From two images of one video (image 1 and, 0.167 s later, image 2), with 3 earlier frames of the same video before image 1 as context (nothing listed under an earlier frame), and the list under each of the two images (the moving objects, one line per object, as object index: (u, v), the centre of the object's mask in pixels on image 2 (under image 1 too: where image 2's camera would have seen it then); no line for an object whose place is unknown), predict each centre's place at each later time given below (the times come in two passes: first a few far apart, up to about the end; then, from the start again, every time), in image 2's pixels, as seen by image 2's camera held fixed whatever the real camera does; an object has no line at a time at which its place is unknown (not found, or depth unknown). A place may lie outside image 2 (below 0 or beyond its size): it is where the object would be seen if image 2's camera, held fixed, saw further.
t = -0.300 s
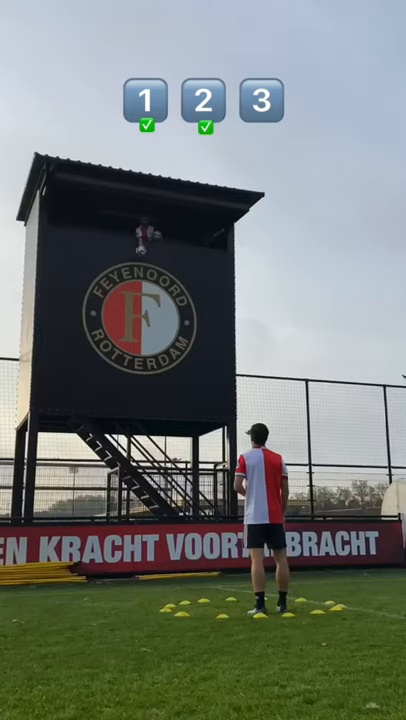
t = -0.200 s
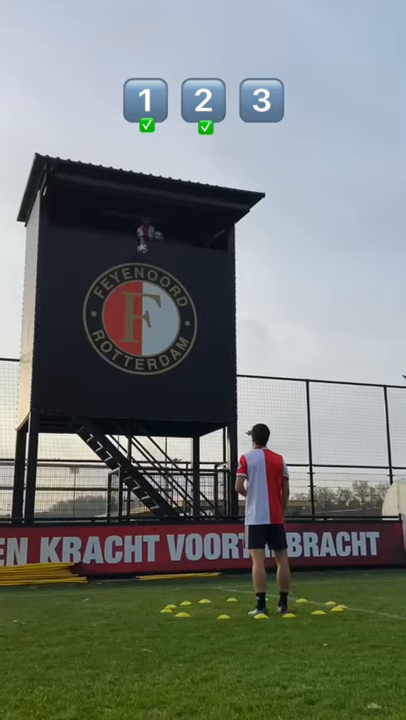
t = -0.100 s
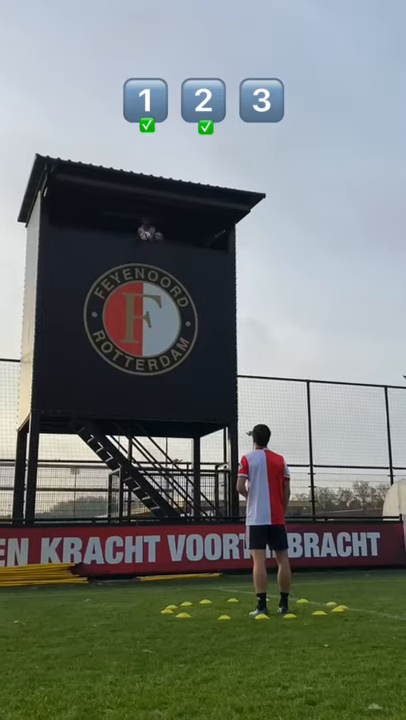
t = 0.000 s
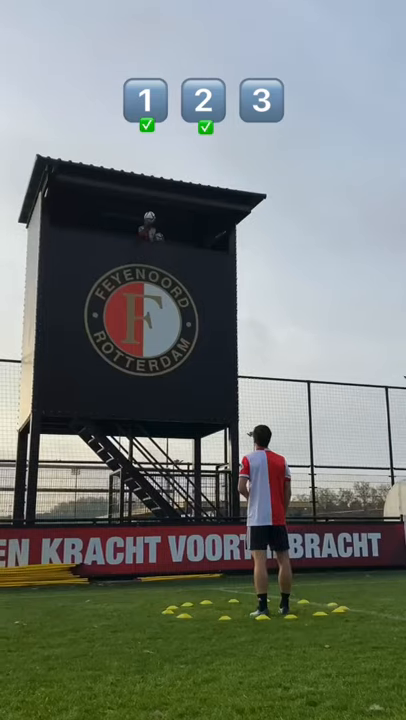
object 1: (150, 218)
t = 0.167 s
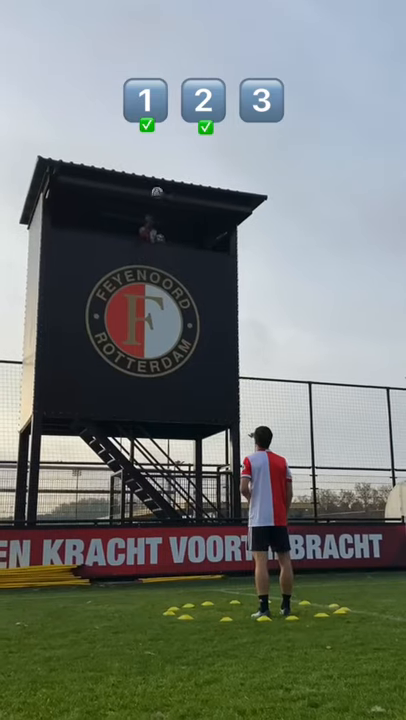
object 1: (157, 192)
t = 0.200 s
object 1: (158, 188)
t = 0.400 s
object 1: (167, 177)
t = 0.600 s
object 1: (175, 185)
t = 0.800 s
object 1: (185, 219)
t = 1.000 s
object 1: (197, 288)
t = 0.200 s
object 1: (158, 188)
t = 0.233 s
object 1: (160, 185)
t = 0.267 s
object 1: (161, 183)
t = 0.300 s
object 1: (163, 181)
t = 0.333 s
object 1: (164, 179)
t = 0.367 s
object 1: (165, 177)
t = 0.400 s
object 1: (167, 177)
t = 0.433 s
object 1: (168, 176)
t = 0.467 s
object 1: (169, 177)
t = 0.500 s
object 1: (171, 177)
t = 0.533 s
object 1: (172, 179)
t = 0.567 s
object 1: (174, 182)
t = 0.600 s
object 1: (175, 185)
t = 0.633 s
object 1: (177, 188)
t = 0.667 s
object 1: (178, 193)
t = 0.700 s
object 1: (180, 198)
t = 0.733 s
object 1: (182, 204)
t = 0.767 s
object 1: (183, 211)
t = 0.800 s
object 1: (185, 219)
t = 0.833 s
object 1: (187, 228)
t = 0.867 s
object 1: (189, 238)
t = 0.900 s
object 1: (191, 248)
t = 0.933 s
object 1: (193, 260)
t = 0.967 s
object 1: (195, 273)
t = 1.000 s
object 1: (197, 288)
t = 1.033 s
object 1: (199, 303)
